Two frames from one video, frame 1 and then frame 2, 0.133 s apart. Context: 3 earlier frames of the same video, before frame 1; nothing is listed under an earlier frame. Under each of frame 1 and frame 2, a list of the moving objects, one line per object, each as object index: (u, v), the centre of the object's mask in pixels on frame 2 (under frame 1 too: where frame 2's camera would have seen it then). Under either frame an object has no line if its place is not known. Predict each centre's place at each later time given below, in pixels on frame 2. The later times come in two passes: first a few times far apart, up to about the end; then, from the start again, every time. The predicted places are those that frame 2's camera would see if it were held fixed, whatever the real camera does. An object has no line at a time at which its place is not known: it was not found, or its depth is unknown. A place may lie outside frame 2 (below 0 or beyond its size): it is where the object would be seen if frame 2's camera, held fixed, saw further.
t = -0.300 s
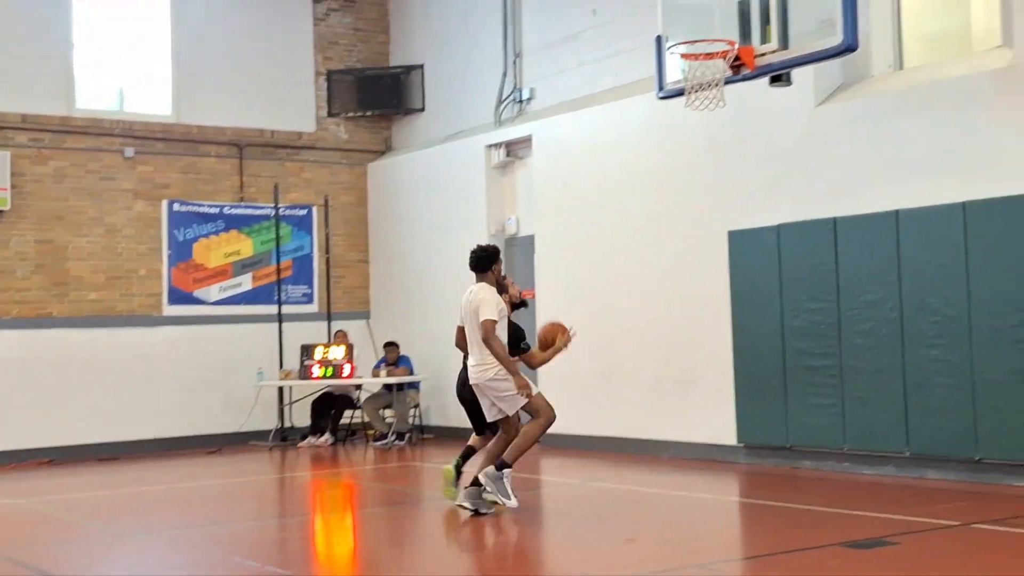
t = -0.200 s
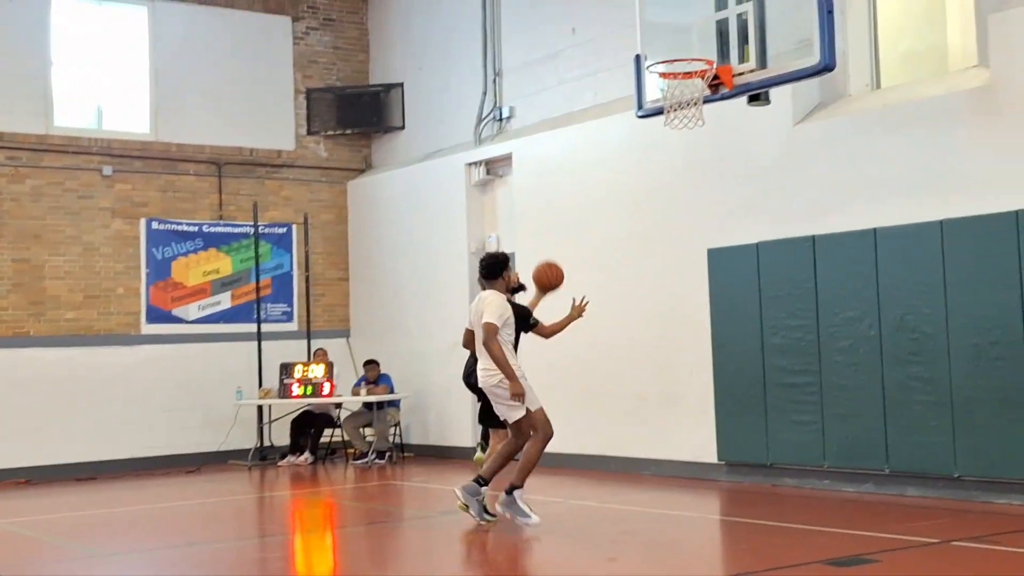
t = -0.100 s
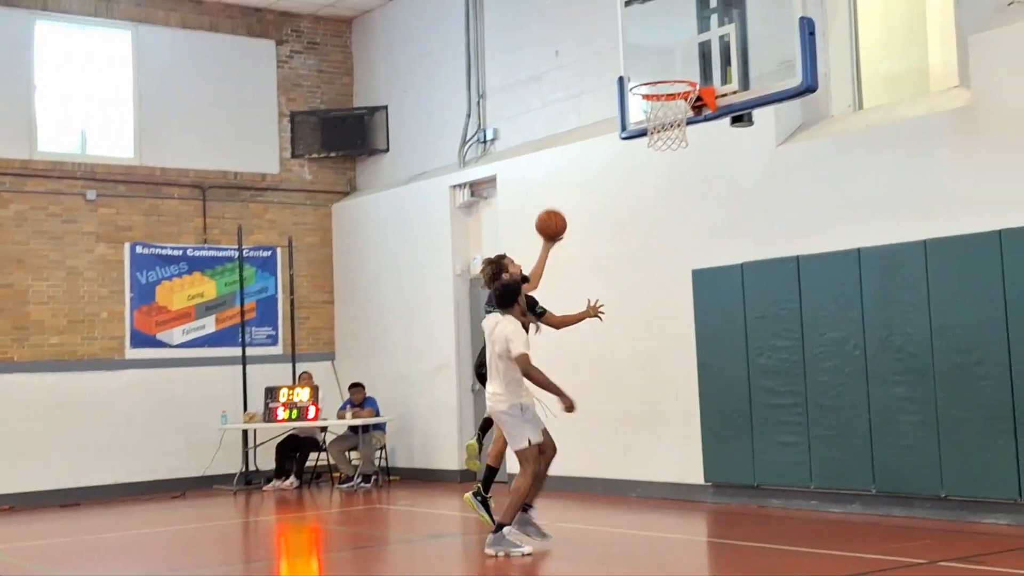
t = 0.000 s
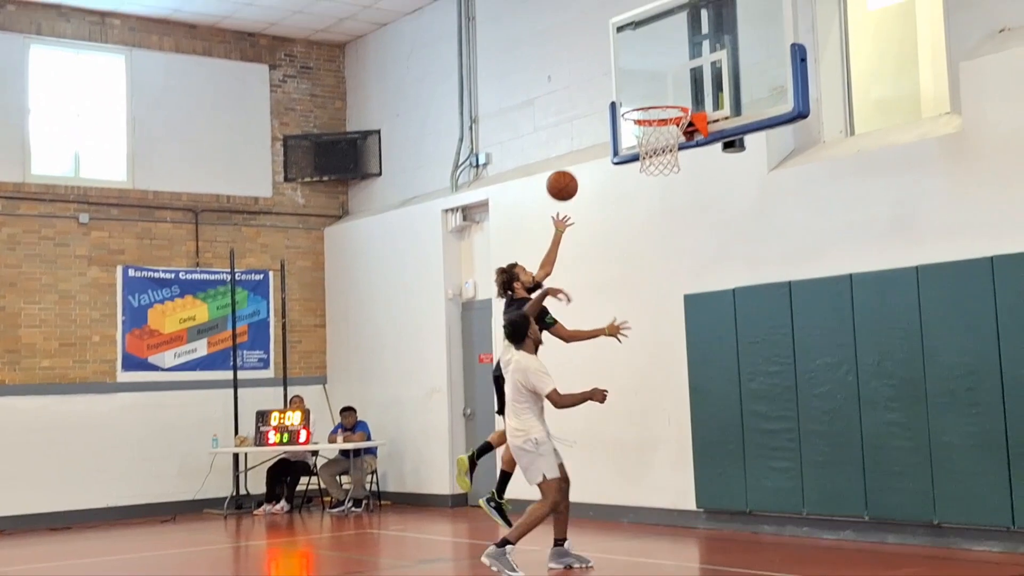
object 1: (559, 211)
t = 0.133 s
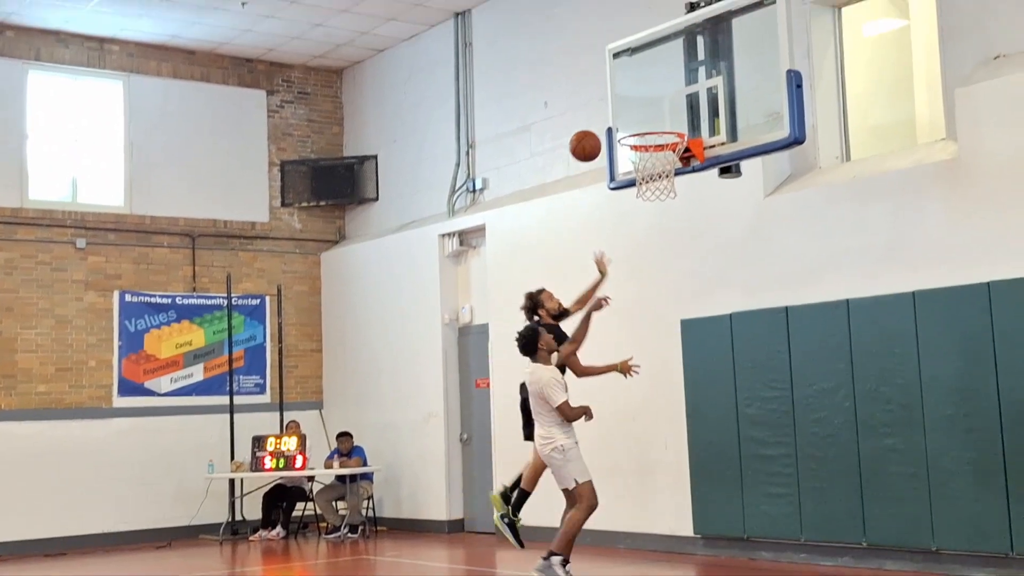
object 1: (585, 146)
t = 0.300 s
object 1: (619, 96)
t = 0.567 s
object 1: (682, 91)
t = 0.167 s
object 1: (591, 133)
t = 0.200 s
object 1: (598, 122)
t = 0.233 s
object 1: (605, 112)
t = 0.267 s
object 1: (612, 103)
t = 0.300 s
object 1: (619, 96)
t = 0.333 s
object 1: (627, 90)
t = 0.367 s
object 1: (634, 86)
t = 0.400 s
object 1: (642, 83)
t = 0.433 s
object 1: (649, 82)
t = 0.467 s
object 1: (657, 82)
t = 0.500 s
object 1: (665, 83)
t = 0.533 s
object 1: (674, 87)
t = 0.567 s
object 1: (682, 91)
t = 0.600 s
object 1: (687, 96)
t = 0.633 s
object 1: (688, 100)
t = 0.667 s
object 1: (690, 106)
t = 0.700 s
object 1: (691, 113)
